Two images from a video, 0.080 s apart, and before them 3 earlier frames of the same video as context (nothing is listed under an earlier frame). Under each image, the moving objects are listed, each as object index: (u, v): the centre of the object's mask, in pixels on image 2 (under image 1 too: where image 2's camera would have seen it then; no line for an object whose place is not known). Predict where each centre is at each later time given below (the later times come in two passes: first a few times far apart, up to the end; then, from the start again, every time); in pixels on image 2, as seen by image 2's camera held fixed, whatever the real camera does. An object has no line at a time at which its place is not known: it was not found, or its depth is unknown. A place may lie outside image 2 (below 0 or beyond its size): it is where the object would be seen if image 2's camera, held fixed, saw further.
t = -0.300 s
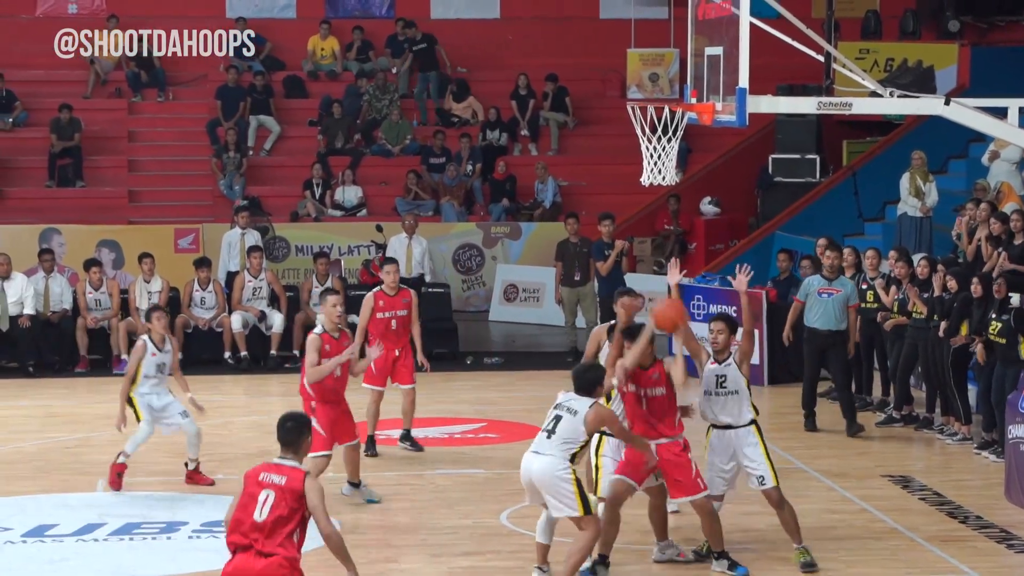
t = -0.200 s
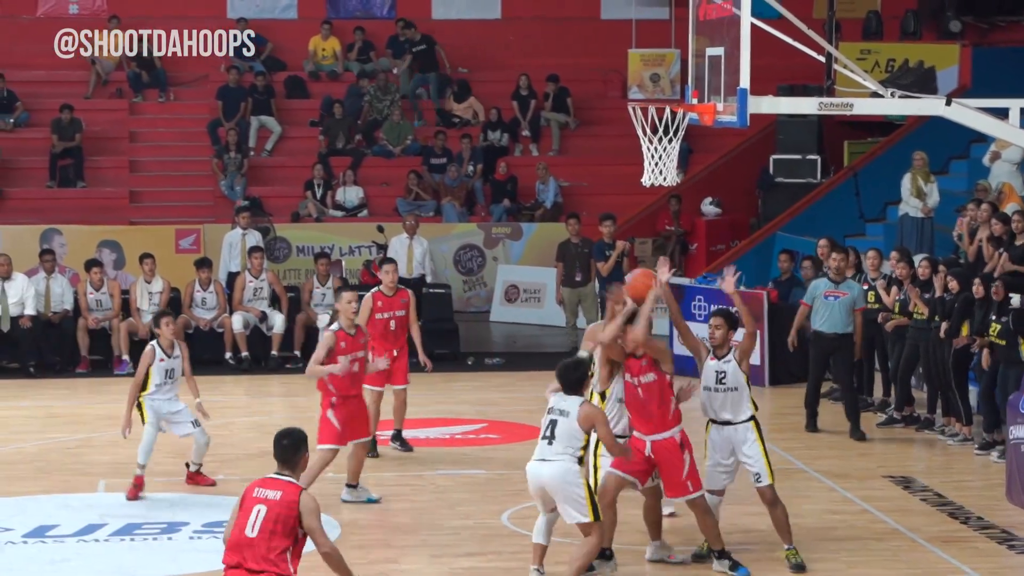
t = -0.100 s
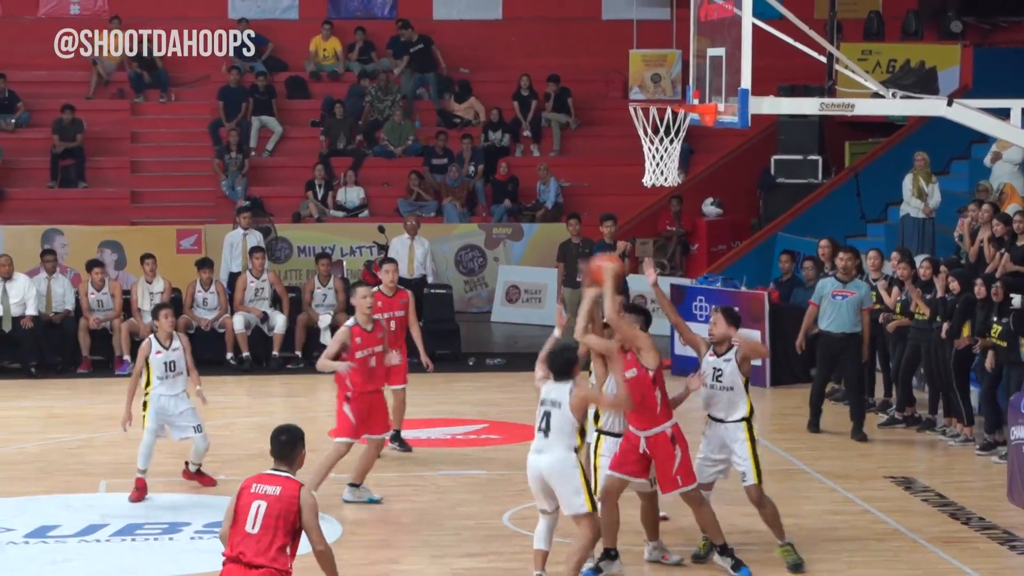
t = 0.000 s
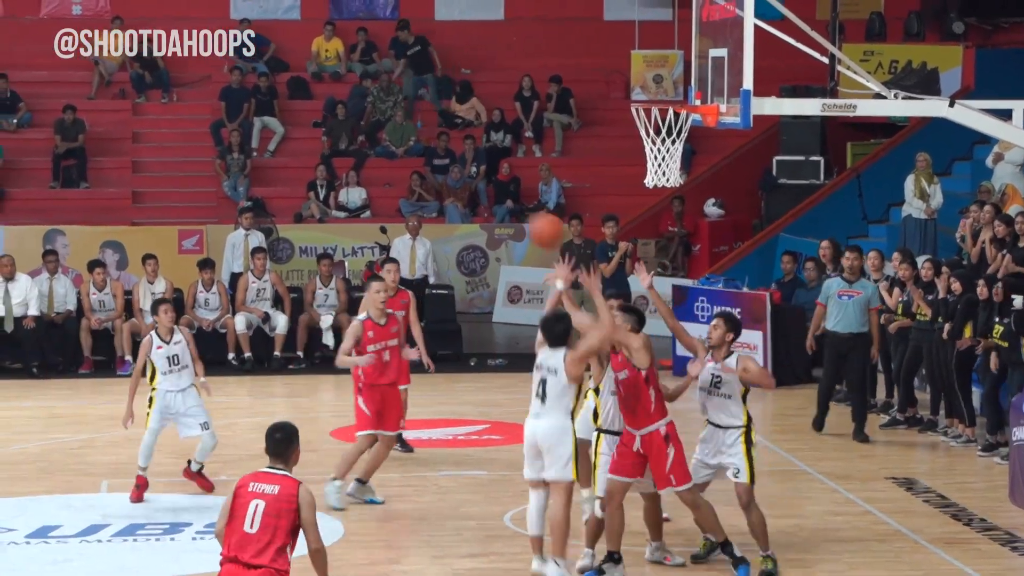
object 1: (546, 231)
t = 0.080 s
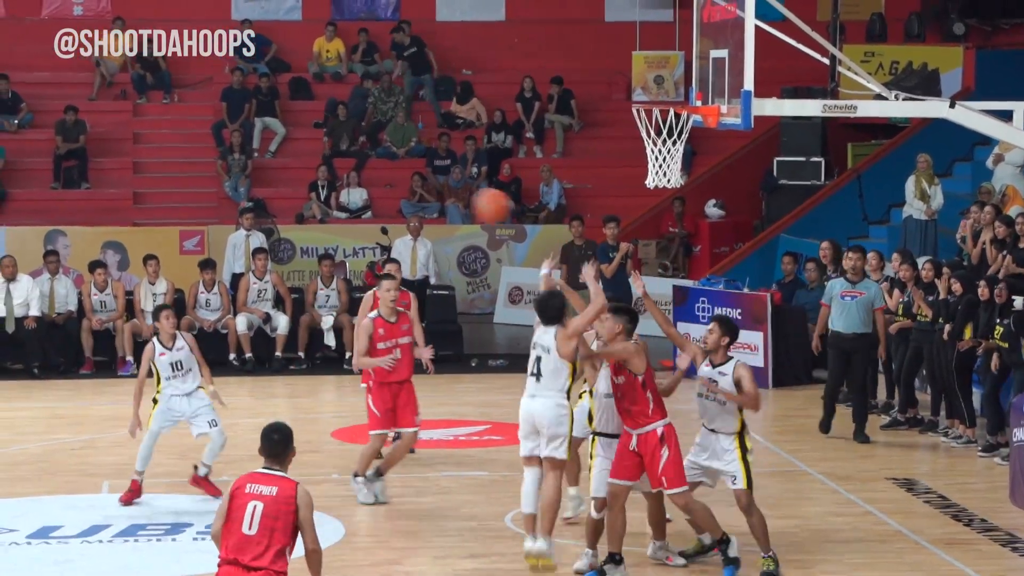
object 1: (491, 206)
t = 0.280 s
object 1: (356, 183)
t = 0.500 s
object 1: (214, 222)
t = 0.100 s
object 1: (477, 201)
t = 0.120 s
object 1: (465, 198)
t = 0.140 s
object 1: (451, 194)
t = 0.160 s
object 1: (438, 191)
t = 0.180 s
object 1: (424, 188)
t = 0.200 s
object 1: (410, 186)
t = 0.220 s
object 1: (397, 185)
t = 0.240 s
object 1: (384, 185)
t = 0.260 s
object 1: (370, 183)
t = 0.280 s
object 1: (356, 183)
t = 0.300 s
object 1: (342, 184)
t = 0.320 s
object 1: (329, 185)
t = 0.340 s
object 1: (315, 187)
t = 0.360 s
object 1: (301, 191)
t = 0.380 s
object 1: (290, 194)
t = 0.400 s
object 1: (277, 198)
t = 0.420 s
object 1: (265, 201)
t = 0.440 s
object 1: (251, 206)
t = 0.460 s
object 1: (238, 211)
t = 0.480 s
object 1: (225, 216)
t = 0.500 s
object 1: (214, 222)
